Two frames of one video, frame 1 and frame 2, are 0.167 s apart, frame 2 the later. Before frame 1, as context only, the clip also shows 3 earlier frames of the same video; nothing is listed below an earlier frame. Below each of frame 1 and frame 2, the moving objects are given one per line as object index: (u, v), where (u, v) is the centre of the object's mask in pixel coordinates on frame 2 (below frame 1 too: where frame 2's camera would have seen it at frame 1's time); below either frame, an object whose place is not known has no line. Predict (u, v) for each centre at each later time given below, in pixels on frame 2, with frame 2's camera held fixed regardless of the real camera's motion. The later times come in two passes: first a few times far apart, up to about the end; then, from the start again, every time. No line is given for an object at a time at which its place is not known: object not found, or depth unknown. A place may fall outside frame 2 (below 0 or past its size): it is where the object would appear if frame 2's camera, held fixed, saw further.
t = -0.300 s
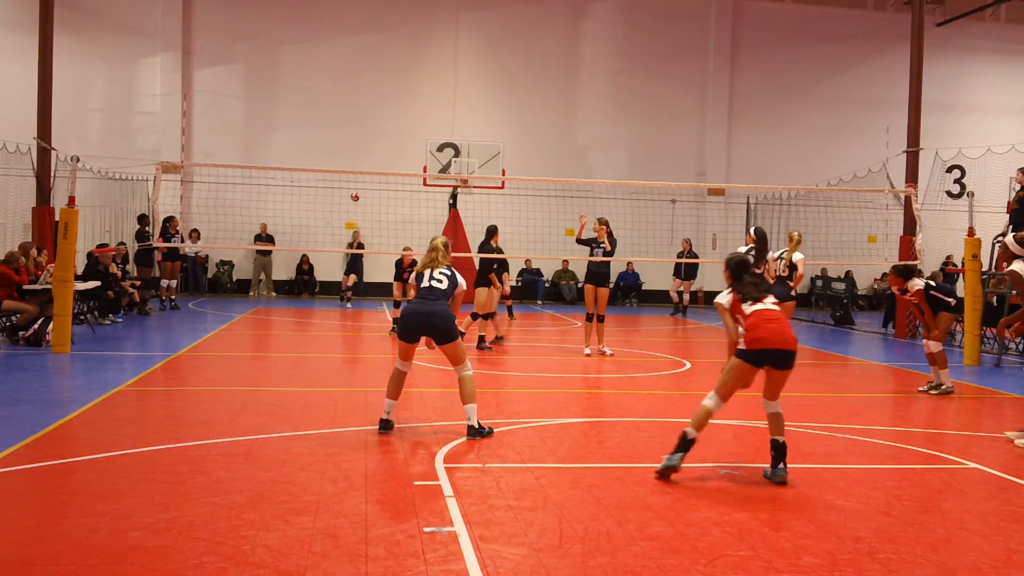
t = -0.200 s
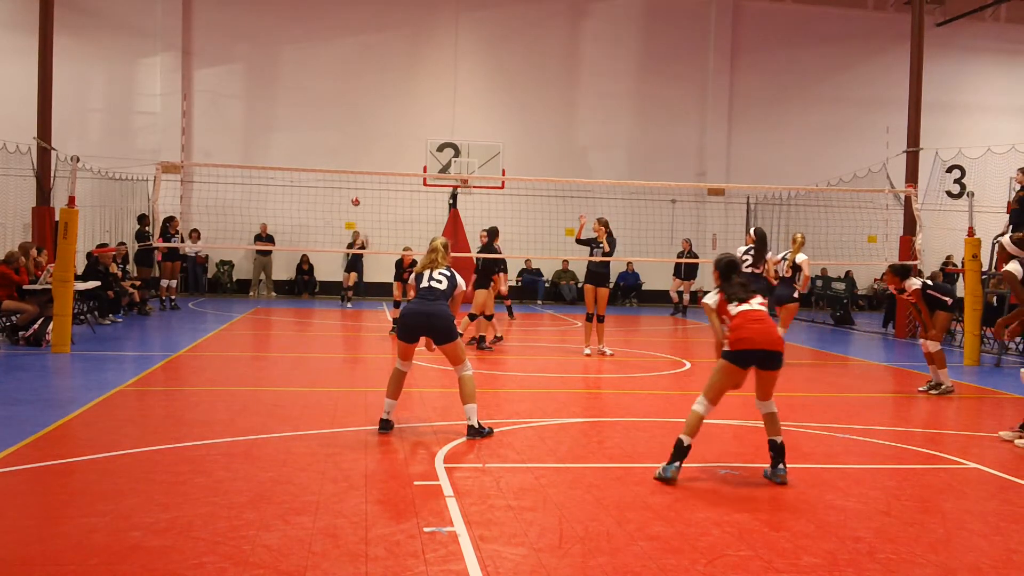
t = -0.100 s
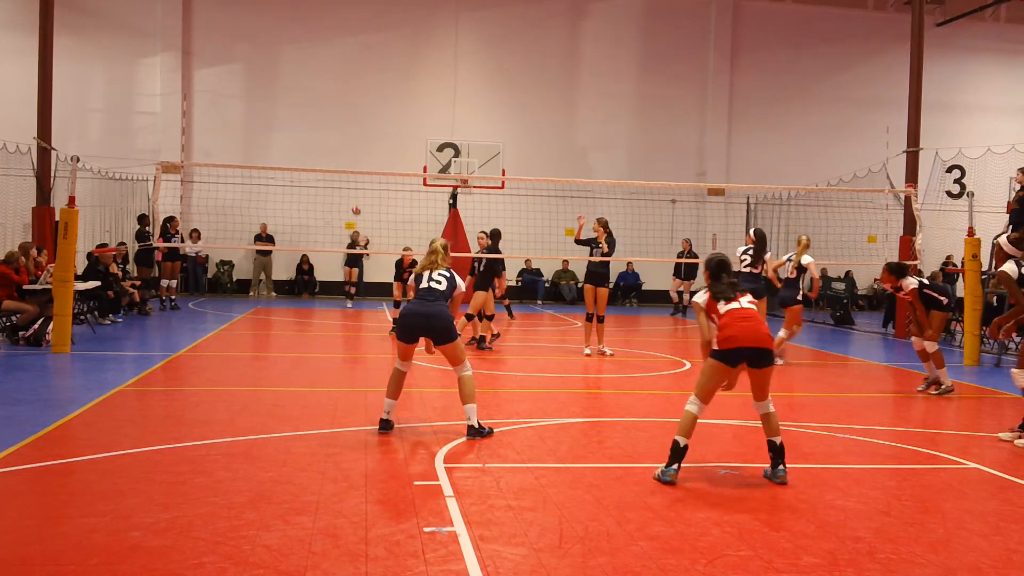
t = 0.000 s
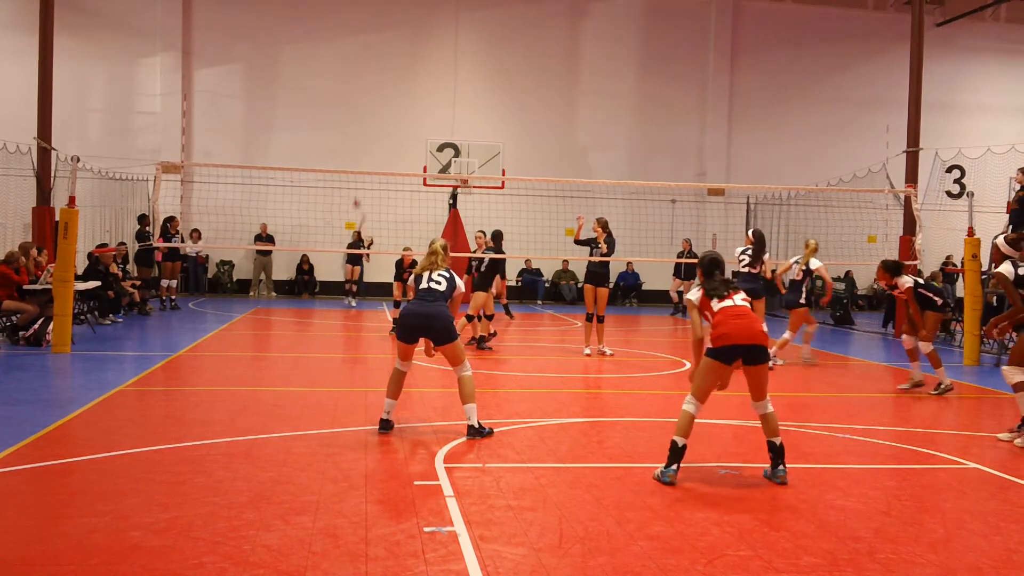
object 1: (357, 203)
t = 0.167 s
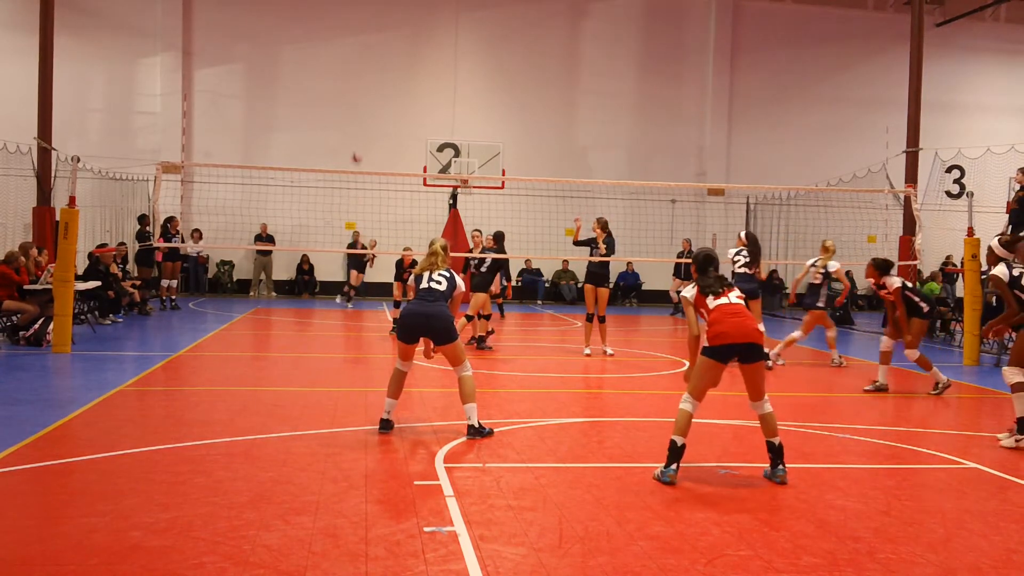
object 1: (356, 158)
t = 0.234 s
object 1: (356, 143)
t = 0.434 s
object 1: (352, 106)
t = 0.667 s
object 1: (347, 90)
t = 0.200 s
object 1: (356, 151)
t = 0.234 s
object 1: (356, 143)
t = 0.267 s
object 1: (356, 136)
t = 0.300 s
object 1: (355, 129)
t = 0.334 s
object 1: (355, 123)
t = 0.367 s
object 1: (354, 116)
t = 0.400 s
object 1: (353, 110)
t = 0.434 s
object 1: (352, 106)
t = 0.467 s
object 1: (352, 103)
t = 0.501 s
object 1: (352, 98)
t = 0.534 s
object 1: (351, 95)
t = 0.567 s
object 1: (350, 92)
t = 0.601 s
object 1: (349, 90)
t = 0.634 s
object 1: (348, 90)
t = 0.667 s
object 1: (347, 90)
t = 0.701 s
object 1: (346, 91)
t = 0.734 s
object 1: (346, 93)
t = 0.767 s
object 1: (345, 96)
